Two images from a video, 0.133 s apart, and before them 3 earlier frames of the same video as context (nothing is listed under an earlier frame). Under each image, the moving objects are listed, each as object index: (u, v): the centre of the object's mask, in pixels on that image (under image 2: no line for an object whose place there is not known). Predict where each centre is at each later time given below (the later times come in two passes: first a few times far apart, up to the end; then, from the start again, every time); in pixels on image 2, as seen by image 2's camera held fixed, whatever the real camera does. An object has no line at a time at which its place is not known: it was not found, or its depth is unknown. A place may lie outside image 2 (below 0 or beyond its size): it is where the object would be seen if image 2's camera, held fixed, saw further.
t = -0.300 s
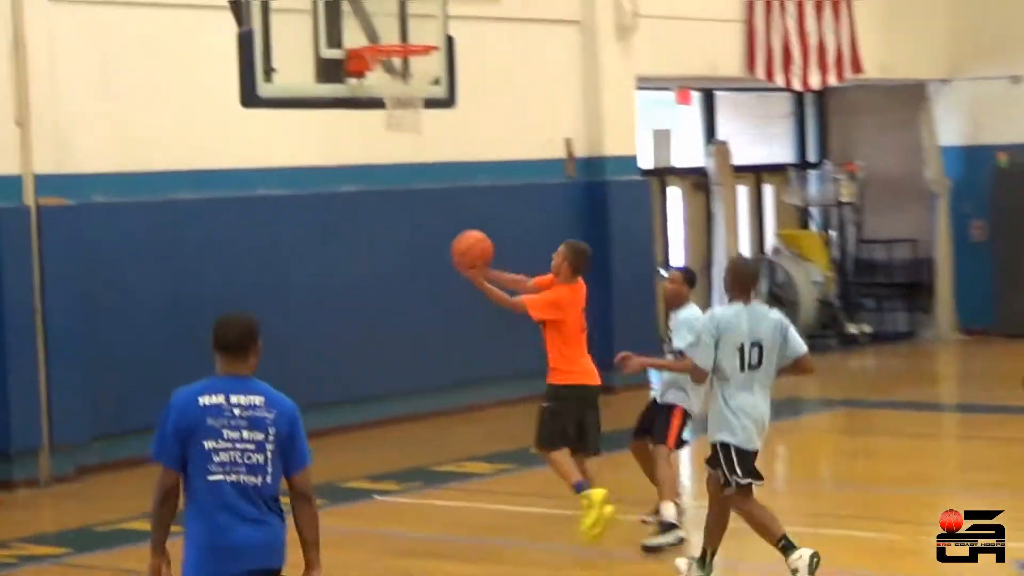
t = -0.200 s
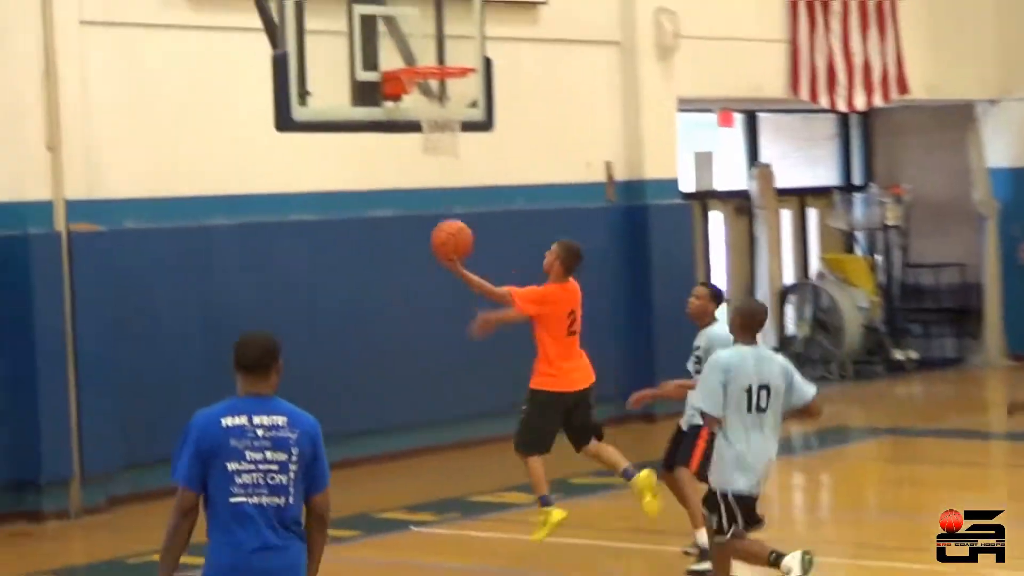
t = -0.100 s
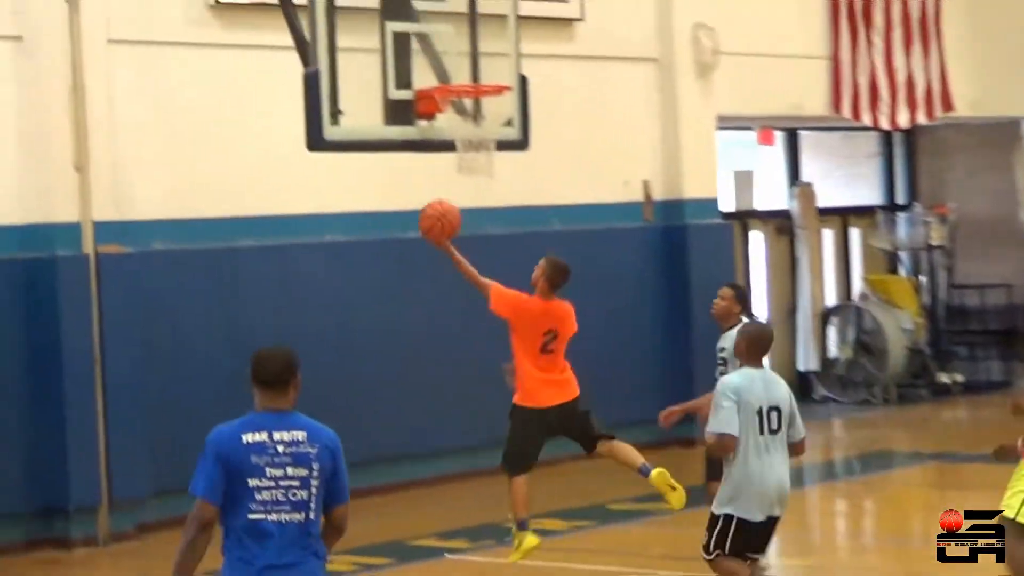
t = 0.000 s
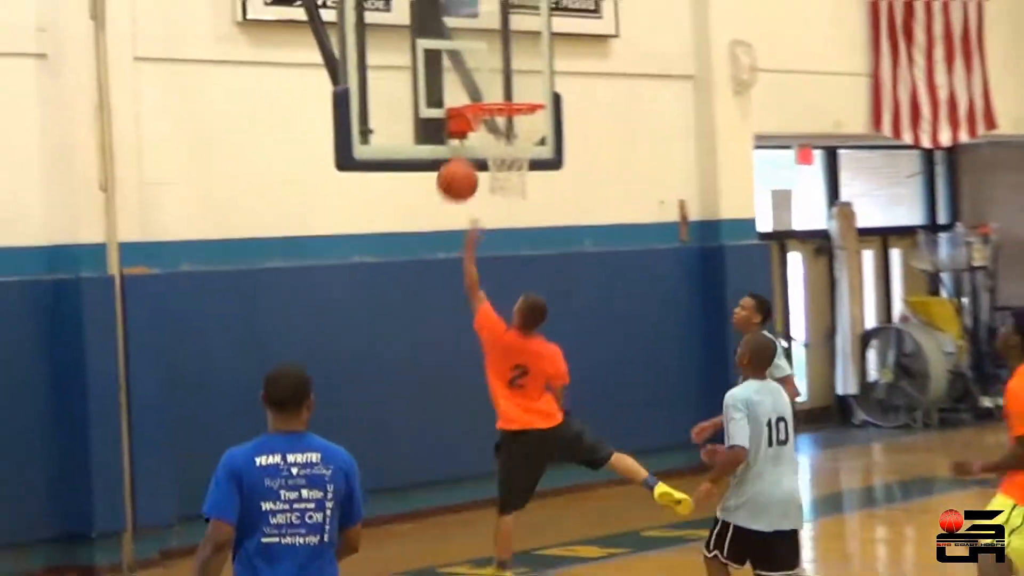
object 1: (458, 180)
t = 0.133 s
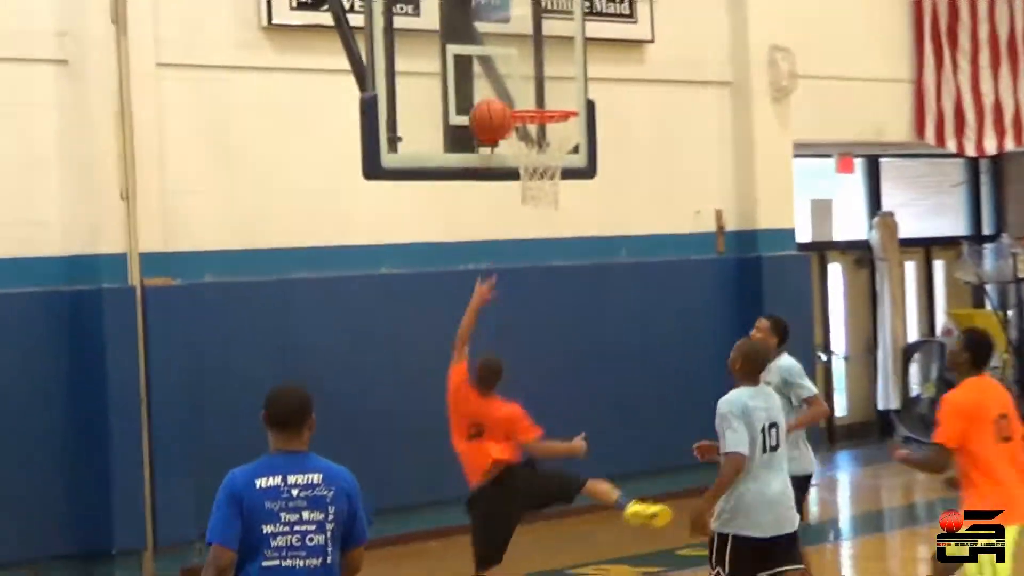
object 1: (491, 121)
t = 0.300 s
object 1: (494, 78)
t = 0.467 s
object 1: (501, 83)
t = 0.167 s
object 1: (491, 106)
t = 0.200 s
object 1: (492, 96)
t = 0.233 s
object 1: (493, 88)
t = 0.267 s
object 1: (493, 83)
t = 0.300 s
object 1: (494, 78)
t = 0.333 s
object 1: (495, 75)
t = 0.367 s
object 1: (496, 75)
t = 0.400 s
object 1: (498, 75)
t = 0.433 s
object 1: (499, 78)
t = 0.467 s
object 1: (501, 83)
